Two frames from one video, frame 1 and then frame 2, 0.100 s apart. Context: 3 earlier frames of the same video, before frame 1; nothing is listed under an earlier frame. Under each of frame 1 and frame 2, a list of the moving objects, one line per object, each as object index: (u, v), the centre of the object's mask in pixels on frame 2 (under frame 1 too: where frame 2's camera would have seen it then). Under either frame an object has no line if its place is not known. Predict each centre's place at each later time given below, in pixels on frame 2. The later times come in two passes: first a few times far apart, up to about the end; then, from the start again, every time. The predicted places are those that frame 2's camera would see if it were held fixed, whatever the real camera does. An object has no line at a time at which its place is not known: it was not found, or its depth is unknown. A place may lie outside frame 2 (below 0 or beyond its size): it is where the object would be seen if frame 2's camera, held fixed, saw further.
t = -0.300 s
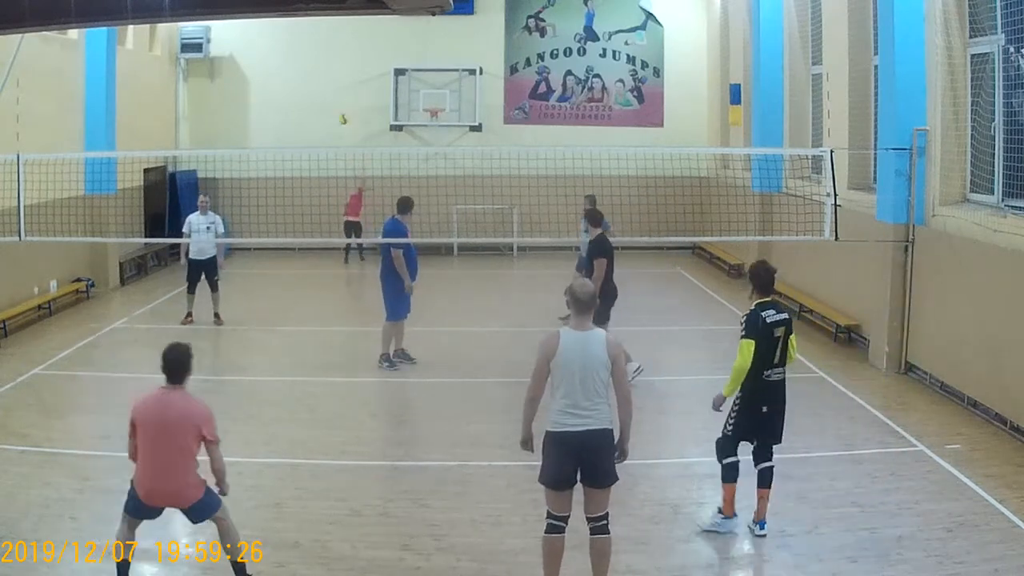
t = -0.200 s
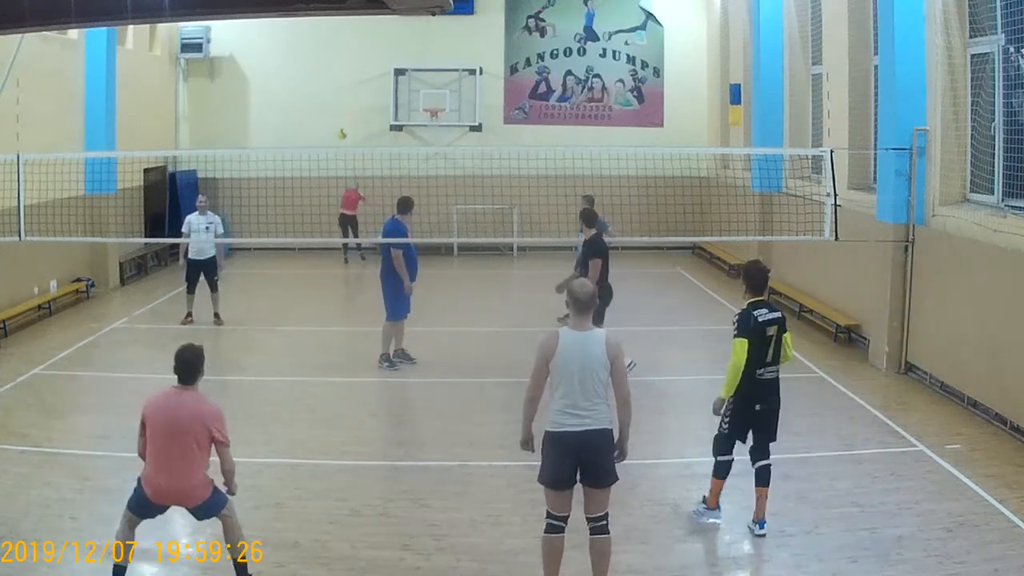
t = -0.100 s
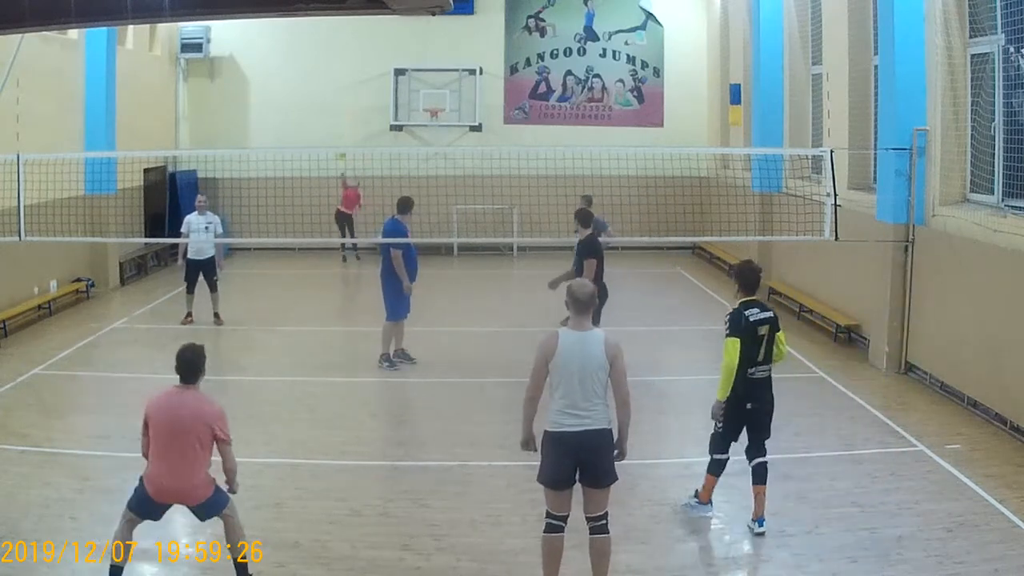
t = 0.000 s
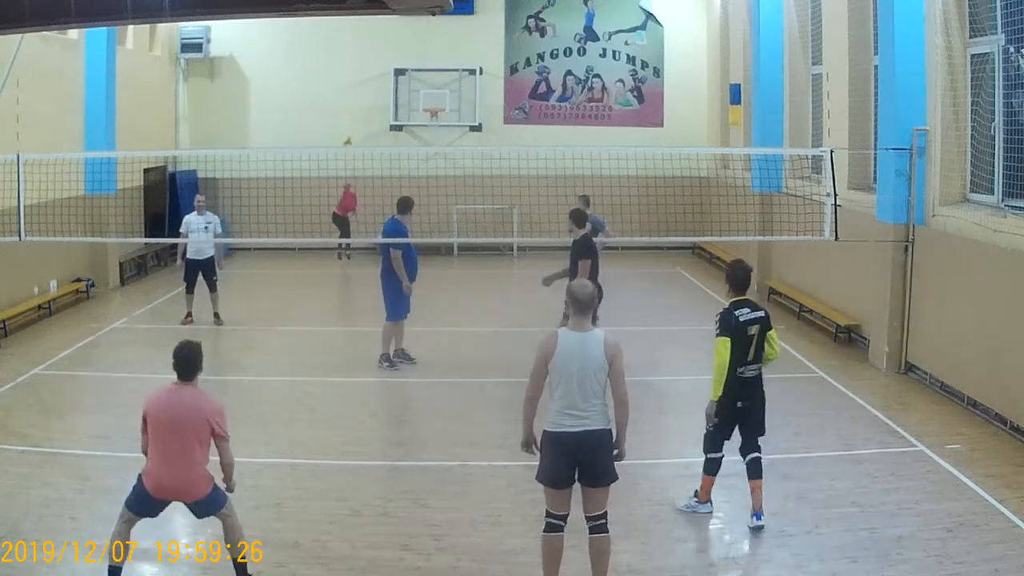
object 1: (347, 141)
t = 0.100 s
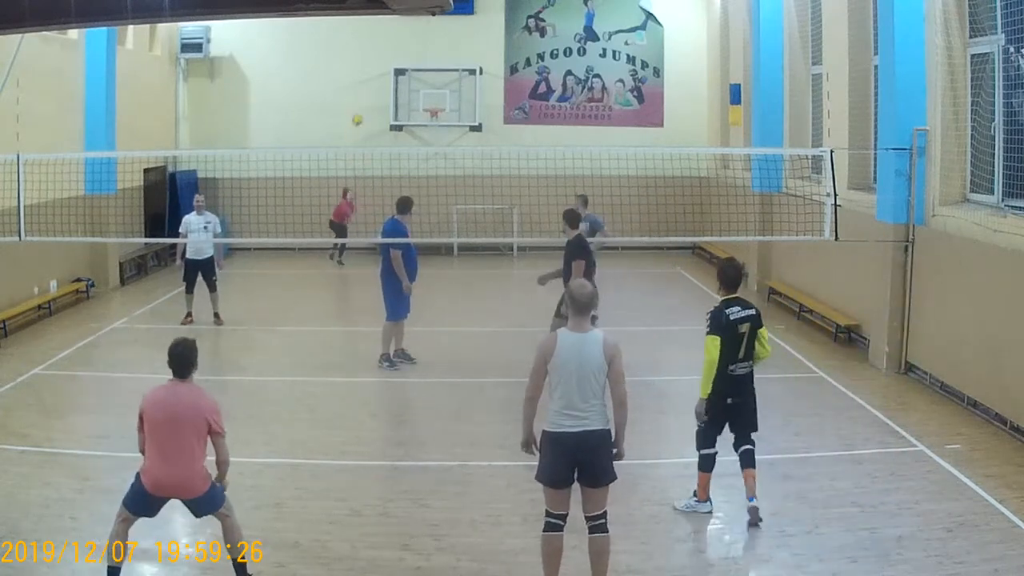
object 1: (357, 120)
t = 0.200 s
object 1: (369, 101)
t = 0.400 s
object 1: (393, 72)
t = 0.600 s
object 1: (430, 64)
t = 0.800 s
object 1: (480, 90)
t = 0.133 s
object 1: (360, 113)
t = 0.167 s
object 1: (365, 106)
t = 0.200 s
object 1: (369, 101)
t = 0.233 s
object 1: (372, 94)
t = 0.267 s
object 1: (377, 88)
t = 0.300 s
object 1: (382, 83)
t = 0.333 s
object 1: (385, 80)
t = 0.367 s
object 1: (390, 75)
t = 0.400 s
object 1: (393, 72)
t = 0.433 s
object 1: (397, 71)
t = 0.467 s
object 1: (403, 68)
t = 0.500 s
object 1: (410, 66)
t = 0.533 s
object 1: (416, 65)
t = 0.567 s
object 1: (423, 64)
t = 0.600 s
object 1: (430, 64)
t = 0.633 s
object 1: (436, 64)
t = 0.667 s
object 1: (445, 67)
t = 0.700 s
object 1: (454, 71)
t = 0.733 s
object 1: (461, 74)
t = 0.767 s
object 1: (469, 81)
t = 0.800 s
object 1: (480, 90)
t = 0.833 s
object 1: (491, 99)
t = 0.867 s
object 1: (506, 112)
